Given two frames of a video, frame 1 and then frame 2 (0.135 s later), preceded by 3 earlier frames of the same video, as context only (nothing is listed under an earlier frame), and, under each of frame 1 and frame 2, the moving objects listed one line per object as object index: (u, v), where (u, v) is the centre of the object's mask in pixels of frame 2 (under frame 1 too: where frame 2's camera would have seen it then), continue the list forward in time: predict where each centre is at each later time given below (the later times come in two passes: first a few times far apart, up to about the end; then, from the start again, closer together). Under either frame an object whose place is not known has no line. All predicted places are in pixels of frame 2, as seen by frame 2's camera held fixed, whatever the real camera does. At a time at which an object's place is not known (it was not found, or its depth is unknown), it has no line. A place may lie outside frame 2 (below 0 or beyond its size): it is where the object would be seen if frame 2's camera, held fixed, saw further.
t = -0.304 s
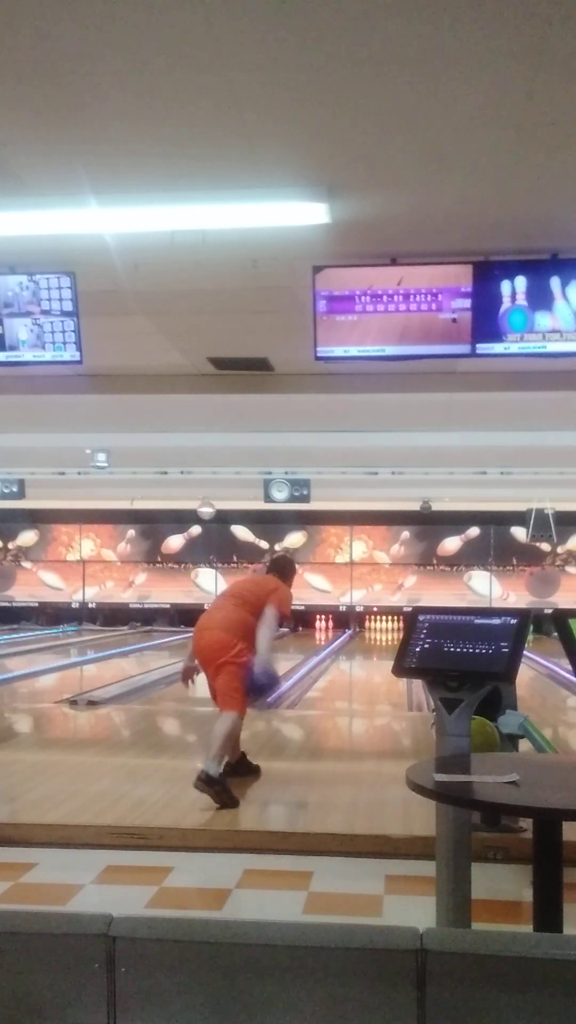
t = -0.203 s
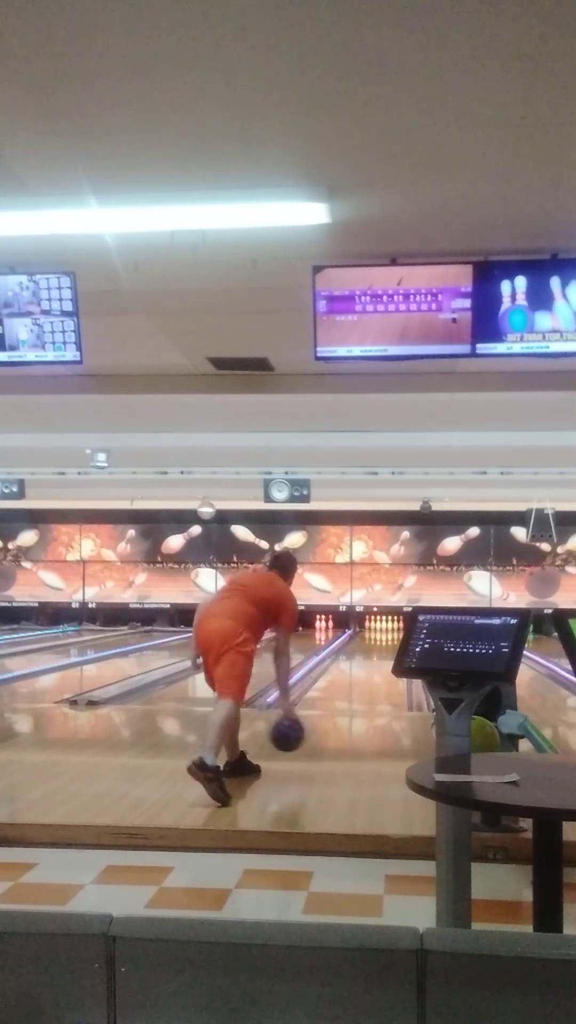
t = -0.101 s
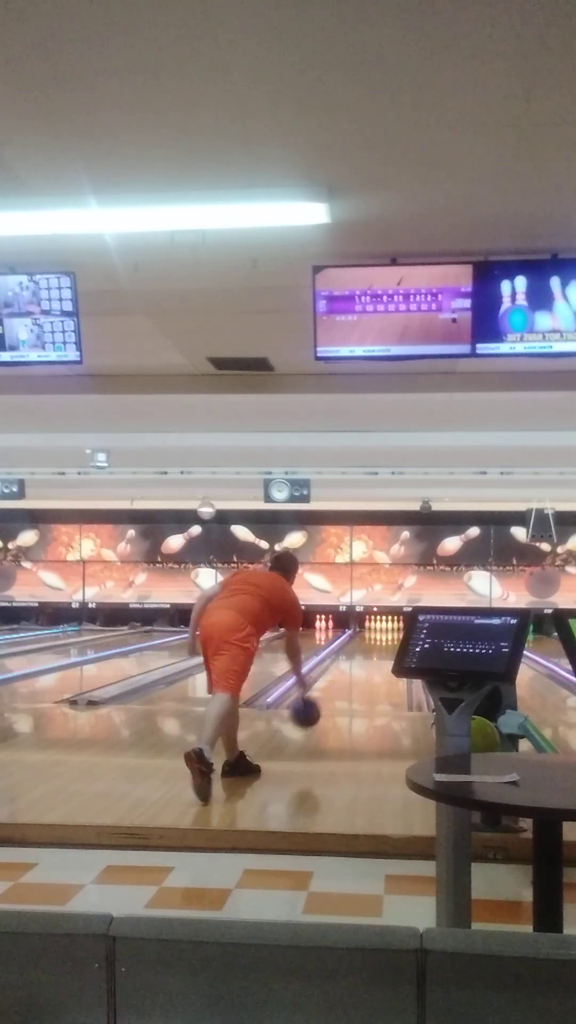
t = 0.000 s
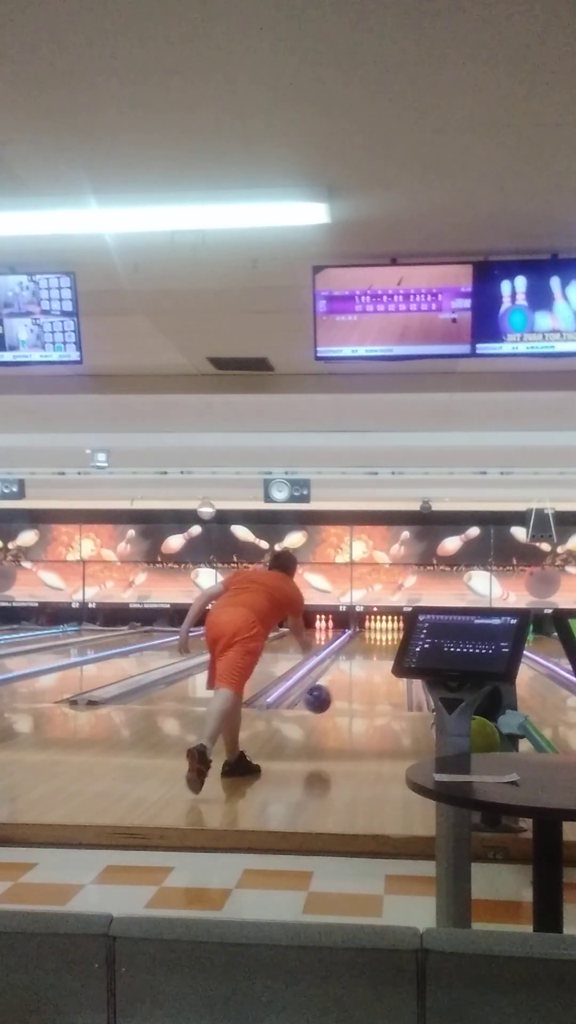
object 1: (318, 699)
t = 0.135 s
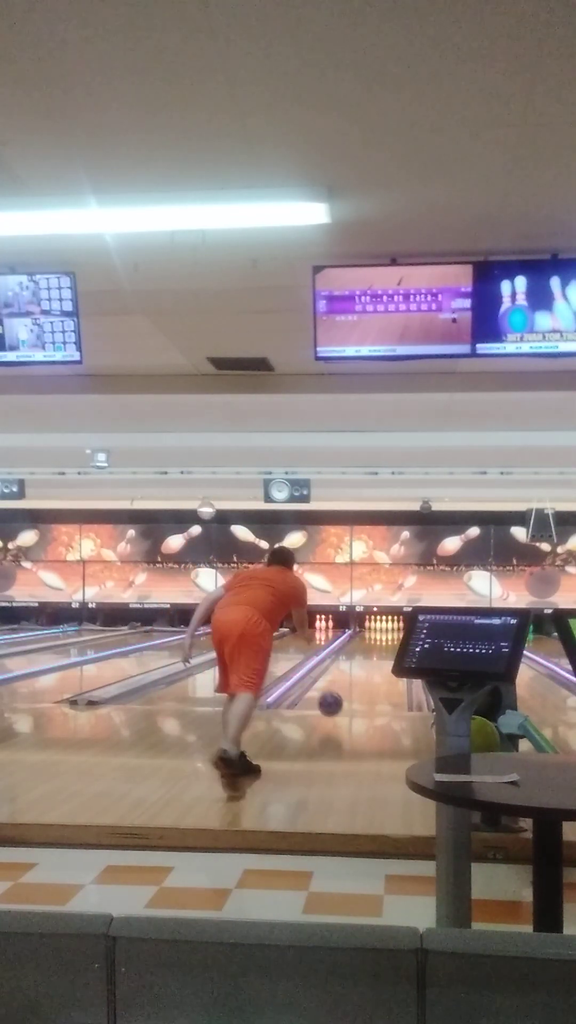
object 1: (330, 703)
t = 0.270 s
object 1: (340, 700)
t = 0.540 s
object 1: (355, 681)
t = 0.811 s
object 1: (365, 667)
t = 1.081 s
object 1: (373, 658)
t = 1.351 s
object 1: (379, 651)
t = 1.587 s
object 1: (382, 645)
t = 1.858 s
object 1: (386, 639)
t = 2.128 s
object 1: (387, 638)
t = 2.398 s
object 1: (390, 632)
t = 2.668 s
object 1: (391, 630)
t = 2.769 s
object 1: (391, 629)
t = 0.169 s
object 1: (333, 707)
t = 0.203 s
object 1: (336, 704)
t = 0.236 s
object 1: (338, 701)
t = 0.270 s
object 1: (340, 700)
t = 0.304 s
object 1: (342, 697)
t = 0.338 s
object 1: (344, 694)
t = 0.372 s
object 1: (346, 692)
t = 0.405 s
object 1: (348, 690)
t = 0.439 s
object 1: (350, 687)
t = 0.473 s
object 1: (352, 685)
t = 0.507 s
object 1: (353, 683)
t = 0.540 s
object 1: (355, 681)
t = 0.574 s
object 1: (357, 679)
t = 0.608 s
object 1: (358, 677)
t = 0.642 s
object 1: (359, 675)
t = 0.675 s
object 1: (360, 674)
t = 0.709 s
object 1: (362, 672)
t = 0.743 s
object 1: (363, 670)
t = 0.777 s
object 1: (364, 669)
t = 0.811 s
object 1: (365, 667)
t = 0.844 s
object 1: (366, 666)
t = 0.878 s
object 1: (368, 665)
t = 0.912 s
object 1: (369, 663)
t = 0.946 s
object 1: (369, 662)
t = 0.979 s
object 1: (370, 661)
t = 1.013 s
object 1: (371, 660)
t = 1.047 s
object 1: (372, 658)
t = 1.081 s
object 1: (373, 658)
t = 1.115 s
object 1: (374, 656)
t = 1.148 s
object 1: (374, 655)
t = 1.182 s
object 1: (376, 655)
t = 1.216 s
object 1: (376, 653)
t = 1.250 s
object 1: (377, 653)
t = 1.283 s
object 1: (377, 653)
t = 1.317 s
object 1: (378, 652)
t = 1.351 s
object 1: (379, 651)
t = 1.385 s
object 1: (379, 649)
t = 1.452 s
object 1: (380, 647)
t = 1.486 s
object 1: (380, 646)
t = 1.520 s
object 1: (381, 646)
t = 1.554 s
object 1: (381, 645)
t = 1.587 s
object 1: (382, 645)
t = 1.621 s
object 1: (382, 644)
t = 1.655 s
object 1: (383, 644)
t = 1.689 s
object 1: (383, 643)
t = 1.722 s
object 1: (384, 642)
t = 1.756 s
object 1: (385, 641)
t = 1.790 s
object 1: (385, 641)
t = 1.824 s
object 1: (385, 640)
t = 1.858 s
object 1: (386, 639)
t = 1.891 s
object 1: (386, 639)
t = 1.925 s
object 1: (386, 638)
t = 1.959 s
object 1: (387, 638)
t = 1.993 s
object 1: (387, 638)
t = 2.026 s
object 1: (387, 638)
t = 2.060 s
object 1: (387, 638)
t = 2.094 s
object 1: (387, 637)
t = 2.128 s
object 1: (387, 638)
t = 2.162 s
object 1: (387, 637)
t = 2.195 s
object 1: (387, 637)
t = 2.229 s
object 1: (387, 636)
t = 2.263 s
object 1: (387, 636)
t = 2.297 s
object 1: (387, 635)
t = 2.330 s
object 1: (387, 635)
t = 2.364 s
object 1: (387, 635)
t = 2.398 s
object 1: (390, 632)
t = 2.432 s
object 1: (390, 631)
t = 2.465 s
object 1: (390, 631)
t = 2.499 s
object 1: (391, 631)
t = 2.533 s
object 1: (390, 630)
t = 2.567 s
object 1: (391, 630)
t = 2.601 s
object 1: (391, 630)
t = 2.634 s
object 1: (391, 630)
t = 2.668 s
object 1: (391, 630)
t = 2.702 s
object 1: (391, 629)
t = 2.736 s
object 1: (391, 629)
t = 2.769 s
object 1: (391, 629)
